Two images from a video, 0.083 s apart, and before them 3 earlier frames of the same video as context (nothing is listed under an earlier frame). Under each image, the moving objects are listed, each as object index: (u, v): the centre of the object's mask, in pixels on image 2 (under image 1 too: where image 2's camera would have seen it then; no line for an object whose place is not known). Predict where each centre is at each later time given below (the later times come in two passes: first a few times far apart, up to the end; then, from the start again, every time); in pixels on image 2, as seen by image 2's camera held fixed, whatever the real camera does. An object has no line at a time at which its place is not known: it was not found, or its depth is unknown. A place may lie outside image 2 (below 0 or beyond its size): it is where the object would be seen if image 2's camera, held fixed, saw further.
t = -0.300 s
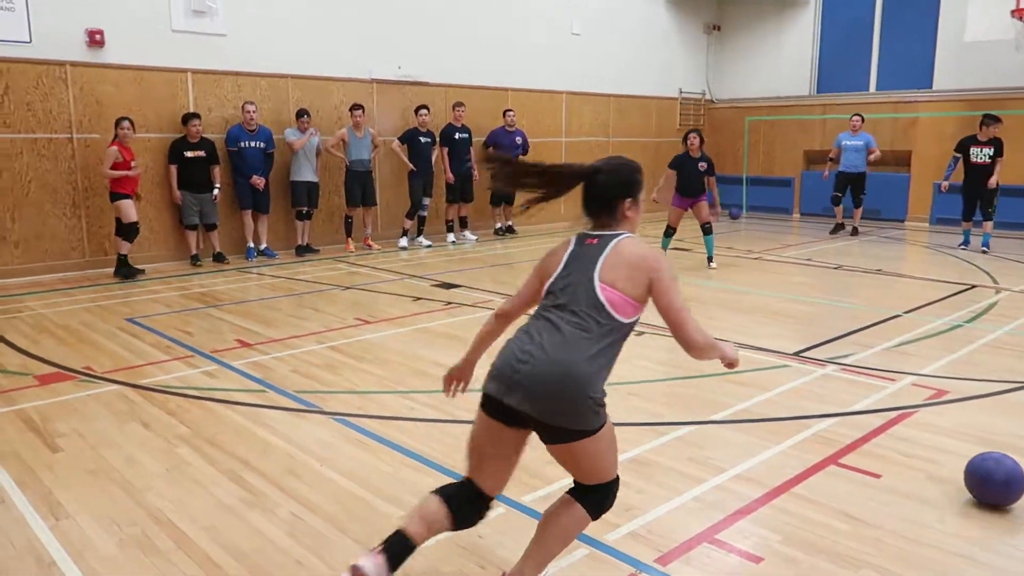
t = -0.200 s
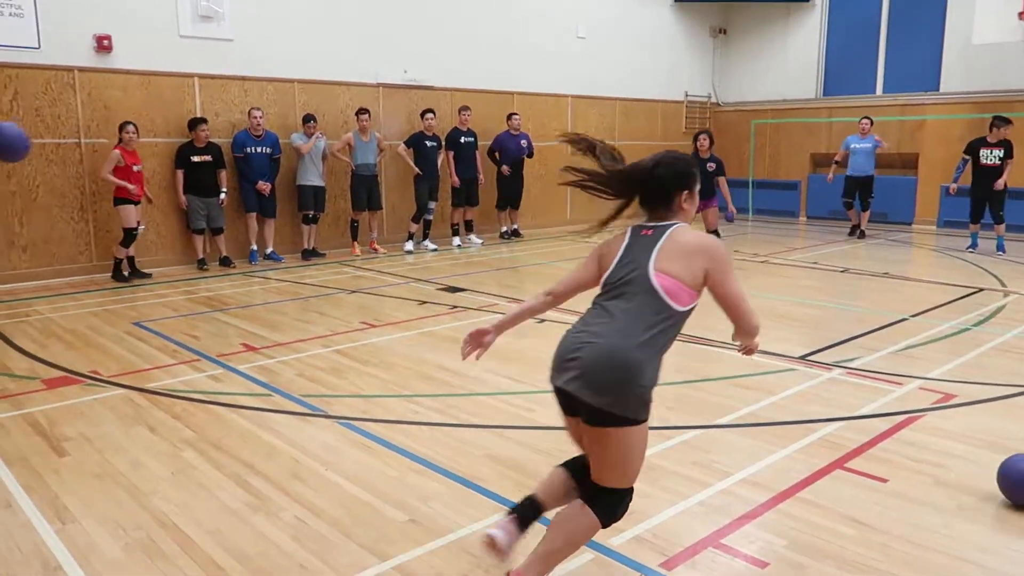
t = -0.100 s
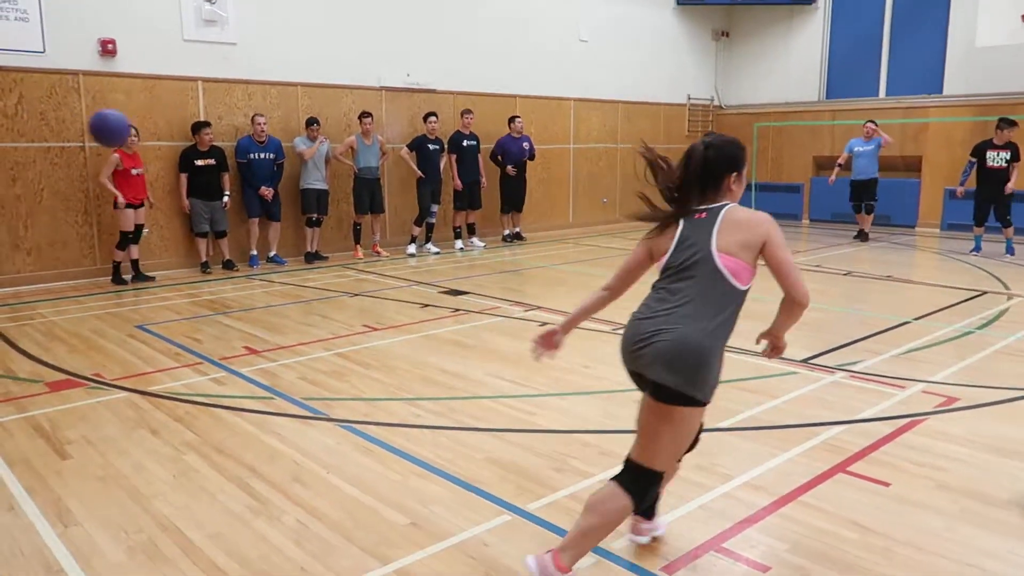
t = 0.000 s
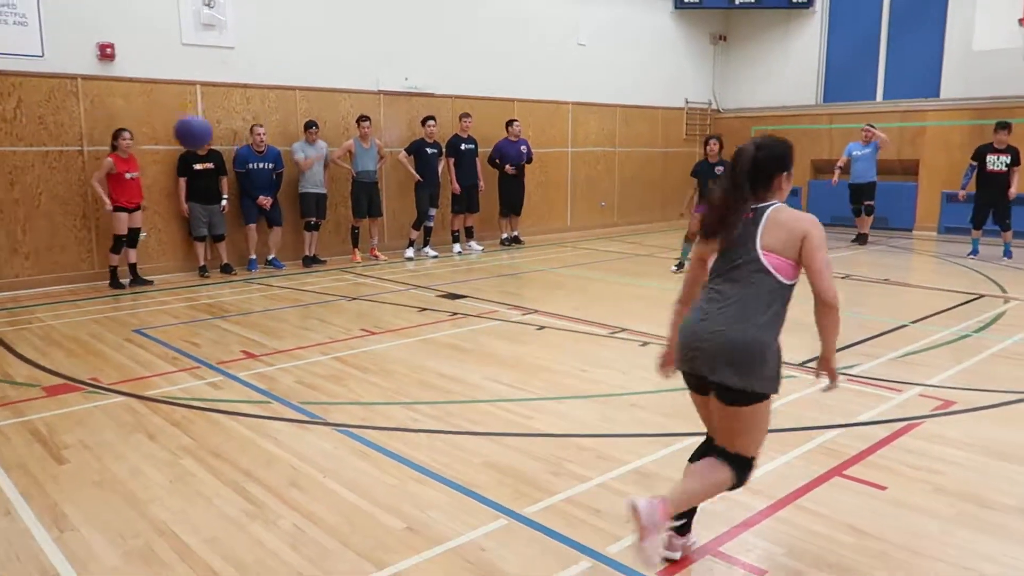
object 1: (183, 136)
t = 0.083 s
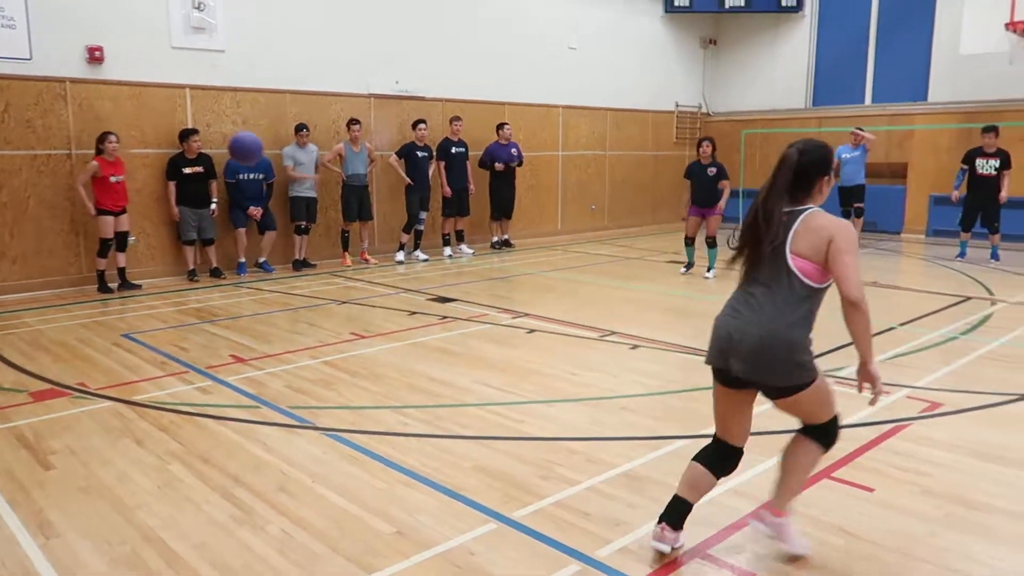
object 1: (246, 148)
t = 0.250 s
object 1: (351, 195)
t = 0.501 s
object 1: (473, 303)
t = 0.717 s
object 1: (497, 258)
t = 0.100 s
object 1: (257, 151)
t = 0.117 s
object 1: (268, 154)
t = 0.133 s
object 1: (280, 158)
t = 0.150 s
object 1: (290, 163)
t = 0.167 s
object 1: (301, 168)
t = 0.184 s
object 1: (312, 173)
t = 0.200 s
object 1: (322, 177)
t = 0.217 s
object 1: (332, 183)
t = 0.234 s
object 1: (341, 189)
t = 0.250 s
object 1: (351, 195)
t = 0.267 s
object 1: (359, 201)
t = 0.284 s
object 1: (368, 206)
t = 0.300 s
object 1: (378, 213)
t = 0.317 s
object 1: (386, 219)
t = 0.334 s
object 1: (395, 226)
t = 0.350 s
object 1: (404, 234)
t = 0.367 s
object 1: (412, 240)
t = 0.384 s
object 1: (420, 248)
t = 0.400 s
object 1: (427, 255)
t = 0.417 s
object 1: (436, 263)
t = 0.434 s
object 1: (443, 271)
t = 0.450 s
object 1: (451, 278)
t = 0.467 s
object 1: (458, 287)
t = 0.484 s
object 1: (465, 295)
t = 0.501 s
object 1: (473, 303)
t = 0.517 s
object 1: (479, 312)
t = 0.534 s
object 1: (481, 311)
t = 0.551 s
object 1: (483, 303)
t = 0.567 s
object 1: (484, 297)
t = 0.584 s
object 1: (486, 292)
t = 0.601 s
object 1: (487, 286)
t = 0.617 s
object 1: (489, 281)
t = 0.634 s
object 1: (490, 277)
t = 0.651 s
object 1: (492, 272)
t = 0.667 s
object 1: (493, 268)
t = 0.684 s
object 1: (494, 264)
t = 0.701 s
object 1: (496, 261)
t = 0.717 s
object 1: (497, 258)
